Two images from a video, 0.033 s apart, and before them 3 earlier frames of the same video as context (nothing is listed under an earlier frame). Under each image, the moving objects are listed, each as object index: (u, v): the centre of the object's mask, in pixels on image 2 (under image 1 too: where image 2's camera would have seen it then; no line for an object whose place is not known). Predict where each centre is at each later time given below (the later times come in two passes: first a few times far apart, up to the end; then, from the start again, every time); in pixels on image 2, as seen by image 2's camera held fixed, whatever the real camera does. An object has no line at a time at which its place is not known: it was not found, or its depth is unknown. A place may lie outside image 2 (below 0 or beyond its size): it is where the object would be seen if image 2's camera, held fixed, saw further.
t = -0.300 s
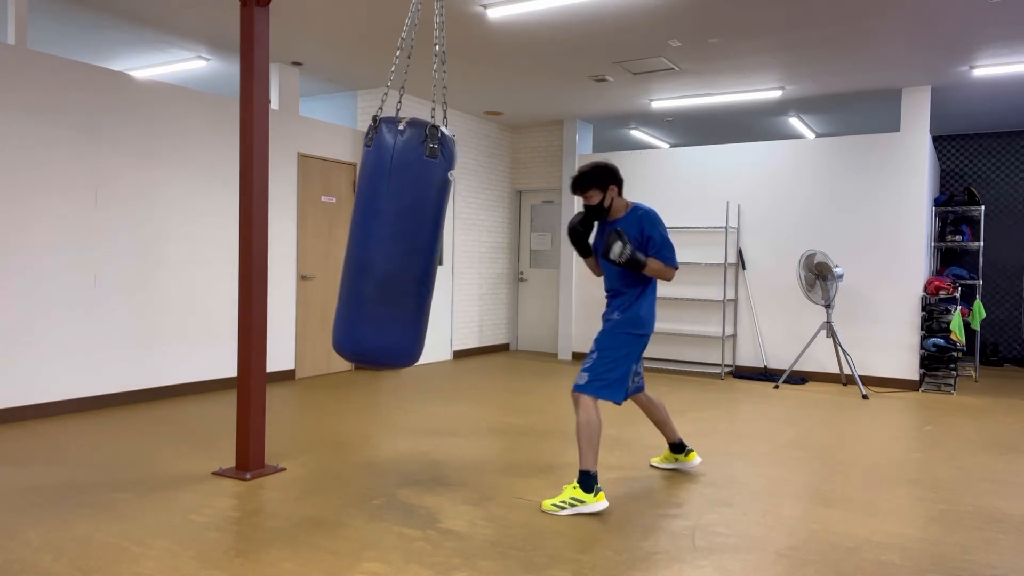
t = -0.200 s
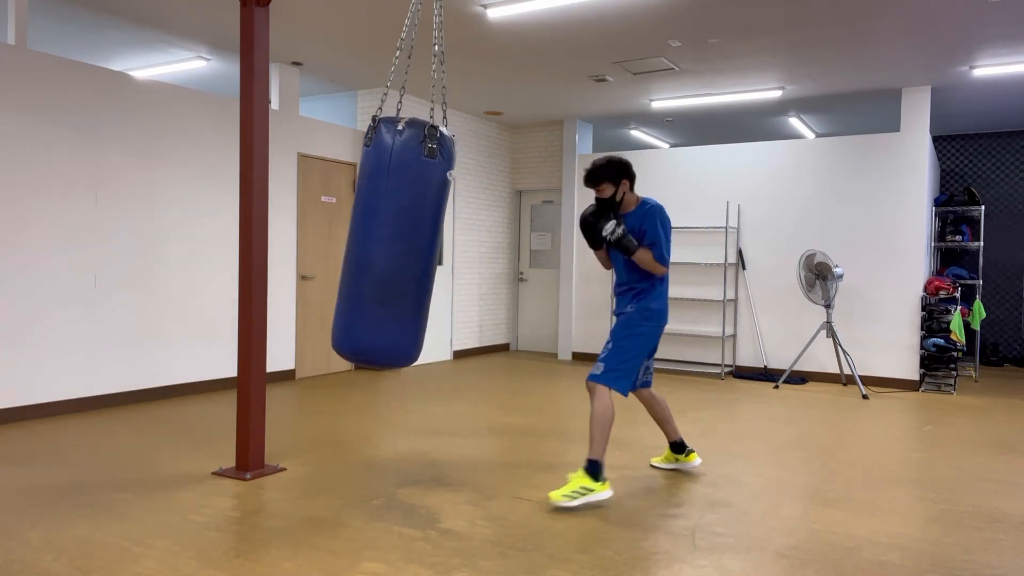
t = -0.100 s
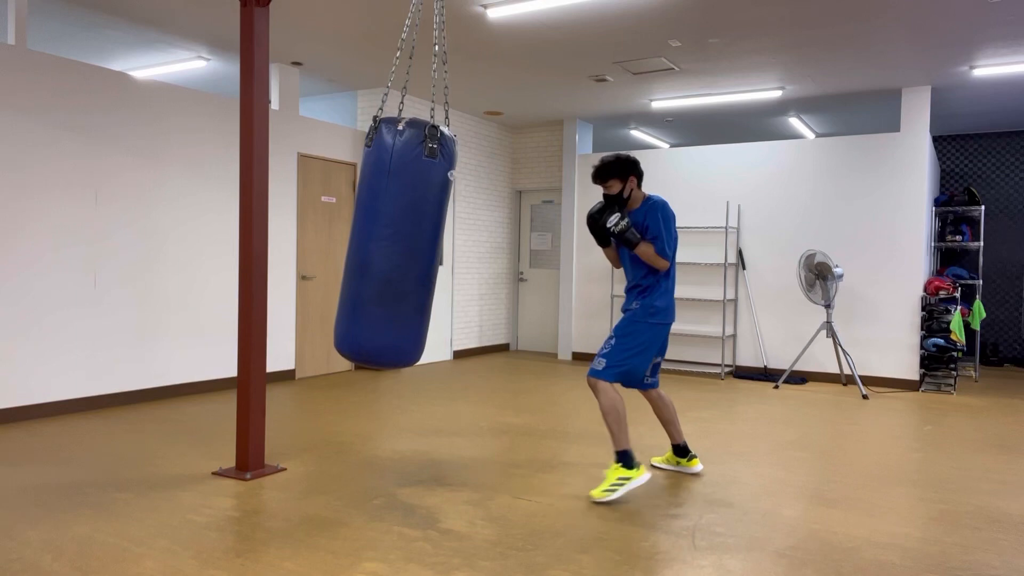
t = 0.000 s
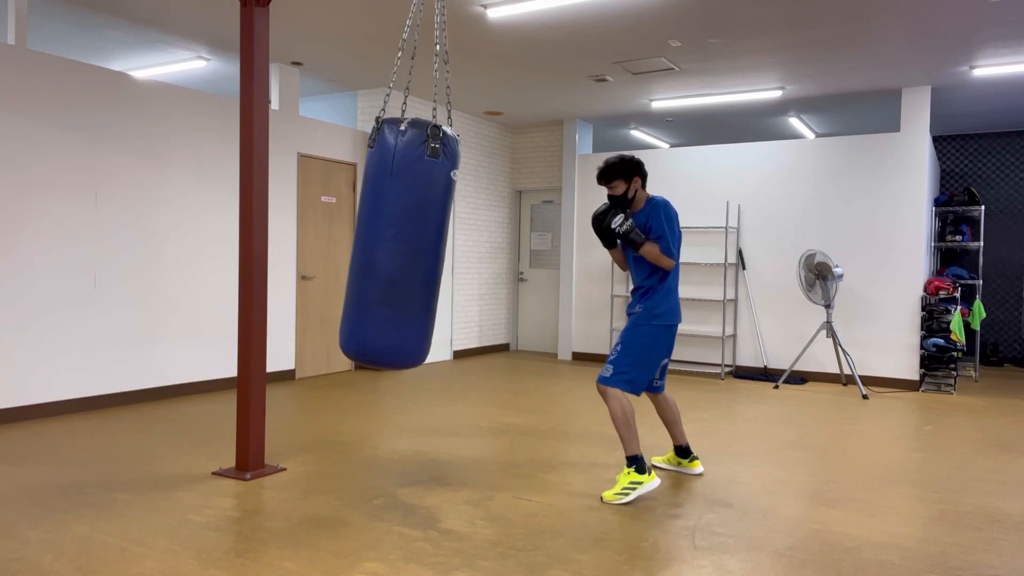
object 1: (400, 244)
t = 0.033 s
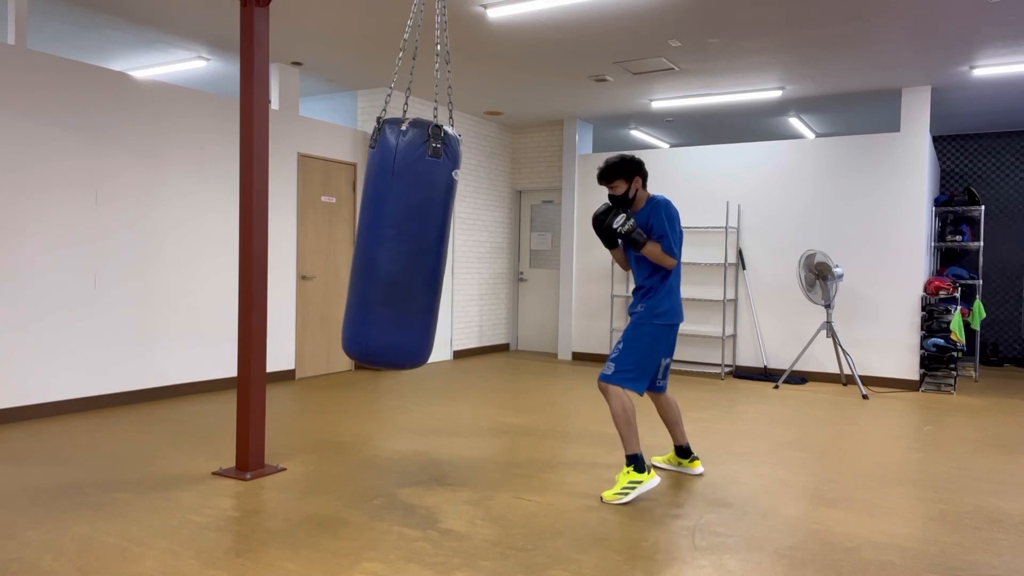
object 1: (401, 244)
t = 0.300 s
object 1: (424, 247)
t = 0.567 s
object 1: (451, 247)
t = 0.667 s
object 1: (460, 246)
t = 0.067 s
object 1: (404, 244)
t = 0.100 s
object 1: (406, 245)
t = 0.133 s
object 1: (409, 245)
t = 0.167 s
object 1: (411, 245)
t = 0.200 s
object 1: (414, 246)
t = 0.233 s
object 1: (417, 246)
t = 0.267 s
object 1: (421, 246)
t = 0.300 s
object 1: (424, 247)
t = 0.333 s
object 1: (427, 247)
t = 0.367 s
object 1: (431, 247)
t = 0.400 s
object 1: (434, 247)
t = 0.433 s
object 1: (438, 247)
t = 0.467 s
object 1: (441, 247)
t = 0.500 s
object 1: (444, 247)
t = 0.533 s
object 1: (448, 247)
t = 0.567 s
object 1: (451, 247)
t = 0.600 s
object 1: (454, 247)
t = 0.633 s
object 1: (457, 246)
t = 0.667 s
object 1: (460, 246)
